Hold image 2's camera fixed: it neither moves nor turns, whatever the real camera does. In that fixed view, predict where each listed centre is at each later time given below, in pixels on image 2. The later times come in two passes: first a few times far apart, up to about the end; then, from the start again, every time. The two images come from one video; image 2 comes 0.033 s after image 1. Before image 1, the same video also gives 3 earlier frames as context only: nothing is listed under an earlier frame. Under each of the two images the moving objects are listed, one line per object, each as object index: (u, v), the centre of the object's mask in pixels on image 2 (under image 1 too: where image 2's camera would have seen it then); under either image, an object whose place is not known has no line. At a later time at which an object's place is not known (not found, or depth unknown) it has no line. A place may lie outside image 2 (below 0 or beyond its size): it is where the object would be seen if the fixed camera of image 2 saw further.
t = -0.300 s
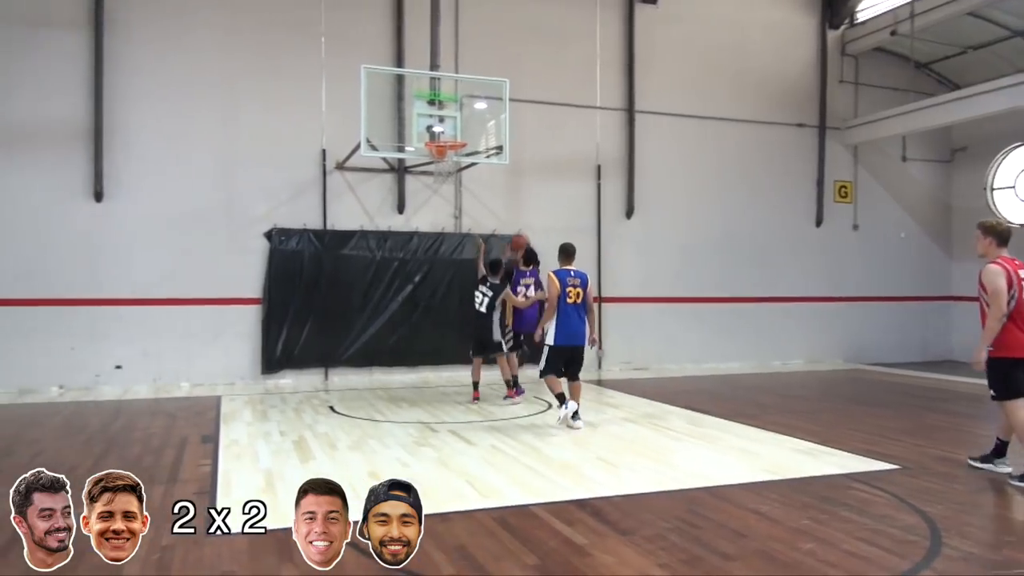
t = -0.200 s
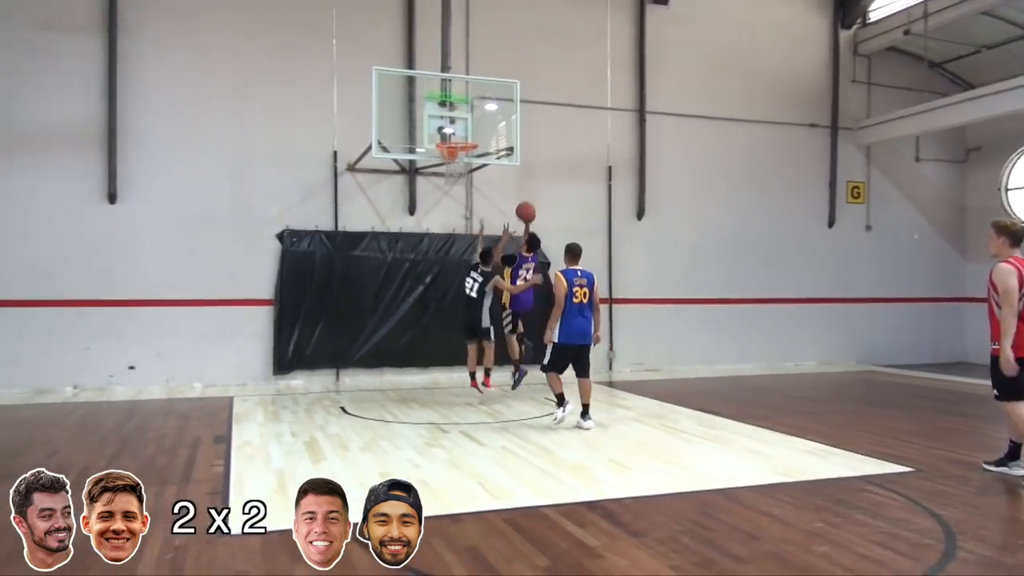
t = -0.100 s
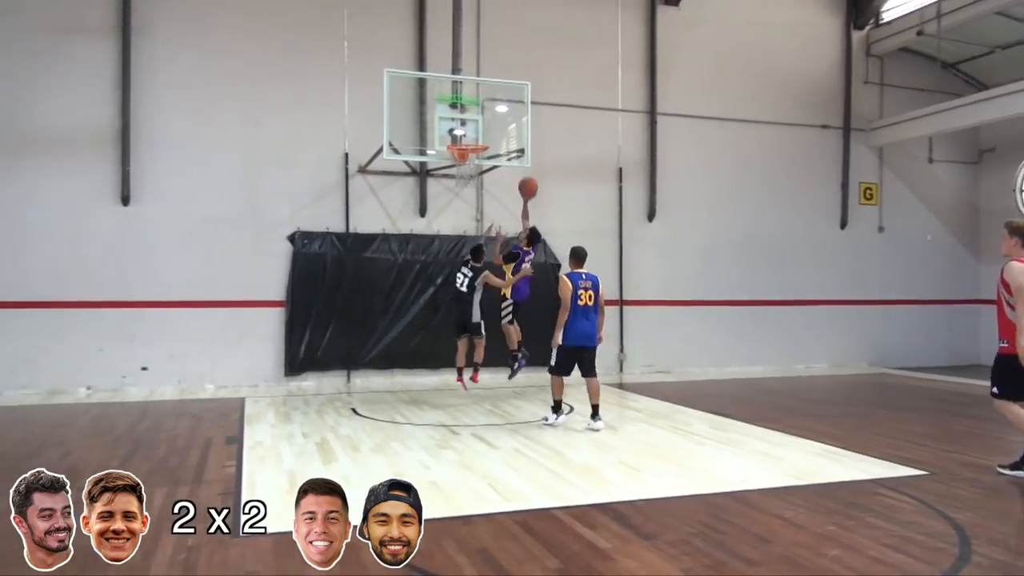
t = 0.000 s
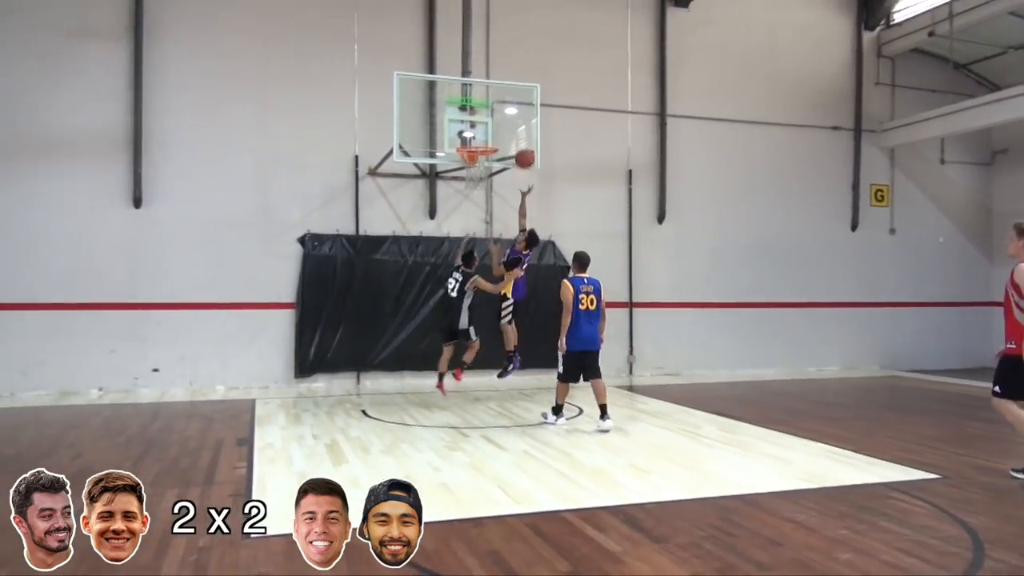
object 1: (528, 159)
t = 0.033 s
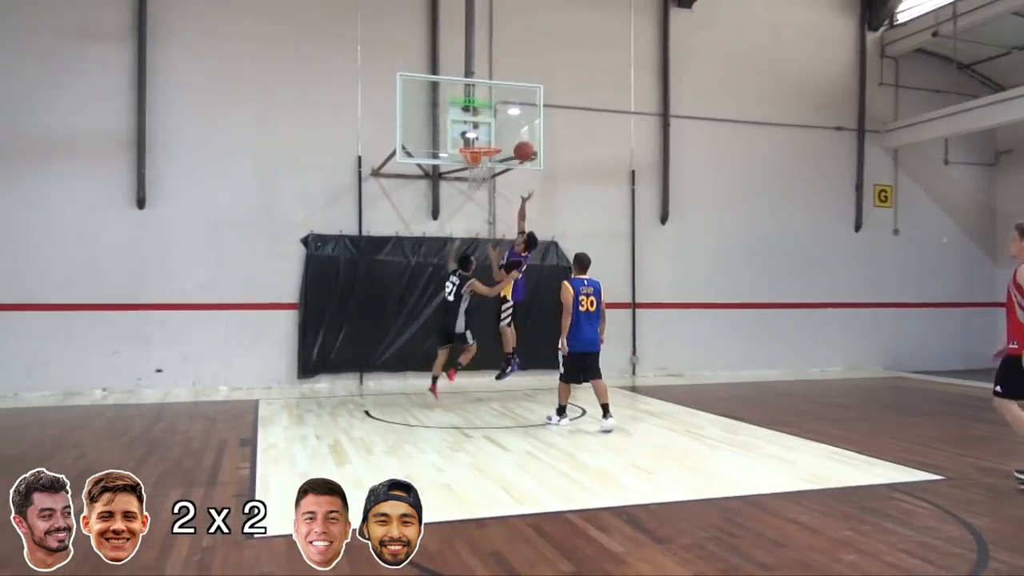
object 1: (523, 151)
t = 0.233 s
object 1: (510, 129)
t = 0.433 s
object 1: (502, 140)
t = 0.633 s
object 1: (510, 137)
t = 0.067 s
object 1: (519, 143)
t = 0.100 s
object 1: (516, 137)
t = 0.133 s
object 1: (515, 134)
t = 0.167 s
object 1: (514, 132)
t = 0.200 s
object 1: (512, 130)
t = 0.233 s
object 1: (510, 129)
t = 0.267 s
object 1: (509, 129)
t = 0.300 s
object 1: (508, 130)
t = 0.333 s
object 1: (506, 131)
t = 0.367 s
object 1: (505, 134)
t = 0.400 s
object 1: (503, 137)
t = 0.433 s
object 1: (502, 140)
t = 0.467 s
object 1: (504, 138)
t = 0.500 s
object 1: (505, 136)
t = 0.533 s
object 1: (506, 135)
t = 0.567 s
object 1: (507, 135)
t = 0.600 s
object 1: (508, 136)
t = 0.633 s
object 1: (510, 137)
